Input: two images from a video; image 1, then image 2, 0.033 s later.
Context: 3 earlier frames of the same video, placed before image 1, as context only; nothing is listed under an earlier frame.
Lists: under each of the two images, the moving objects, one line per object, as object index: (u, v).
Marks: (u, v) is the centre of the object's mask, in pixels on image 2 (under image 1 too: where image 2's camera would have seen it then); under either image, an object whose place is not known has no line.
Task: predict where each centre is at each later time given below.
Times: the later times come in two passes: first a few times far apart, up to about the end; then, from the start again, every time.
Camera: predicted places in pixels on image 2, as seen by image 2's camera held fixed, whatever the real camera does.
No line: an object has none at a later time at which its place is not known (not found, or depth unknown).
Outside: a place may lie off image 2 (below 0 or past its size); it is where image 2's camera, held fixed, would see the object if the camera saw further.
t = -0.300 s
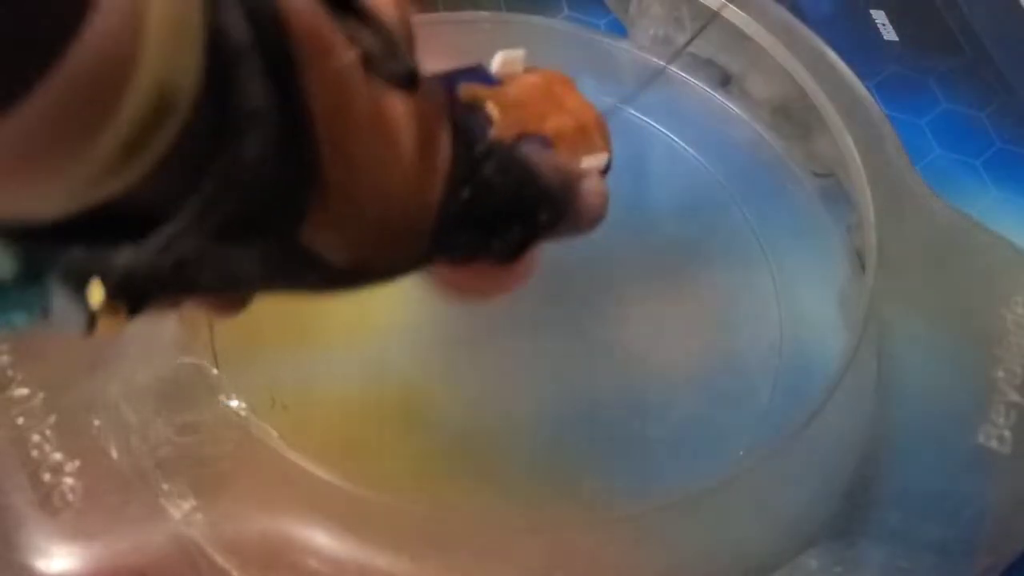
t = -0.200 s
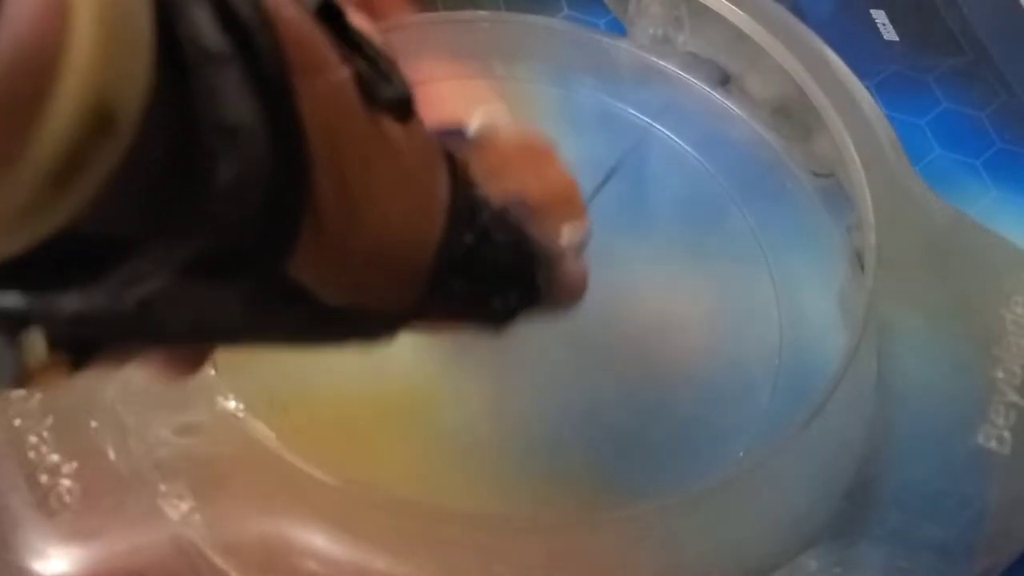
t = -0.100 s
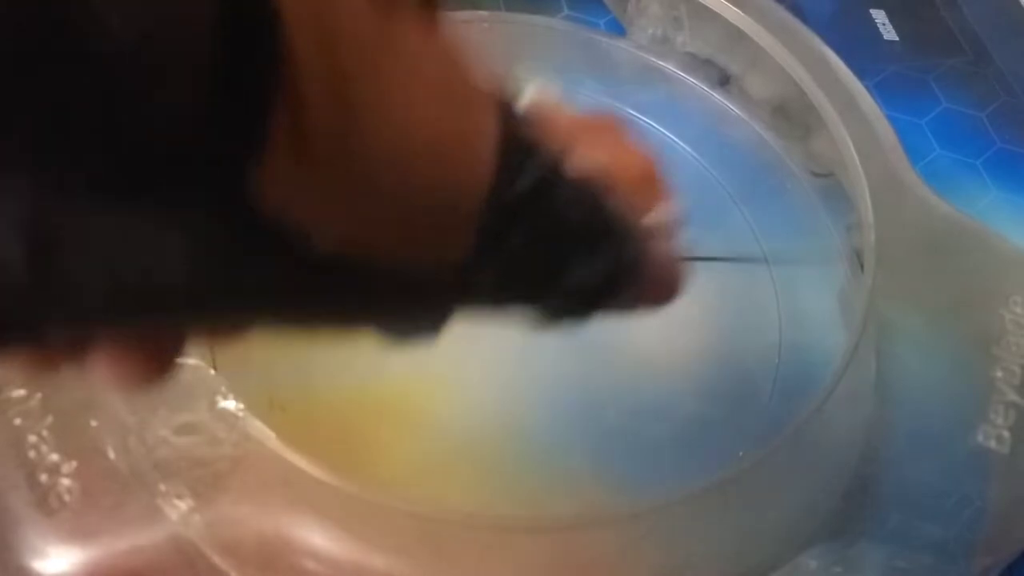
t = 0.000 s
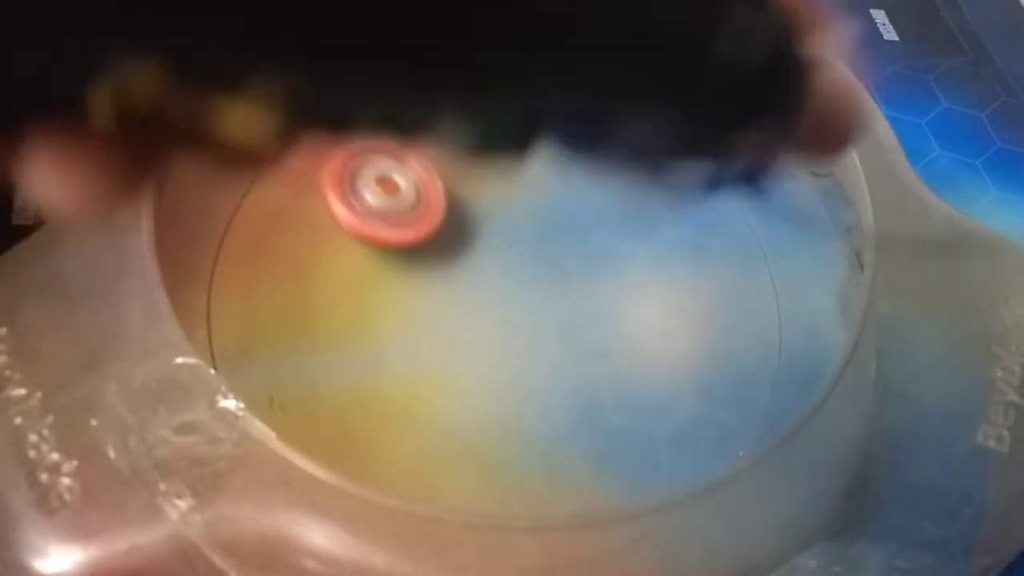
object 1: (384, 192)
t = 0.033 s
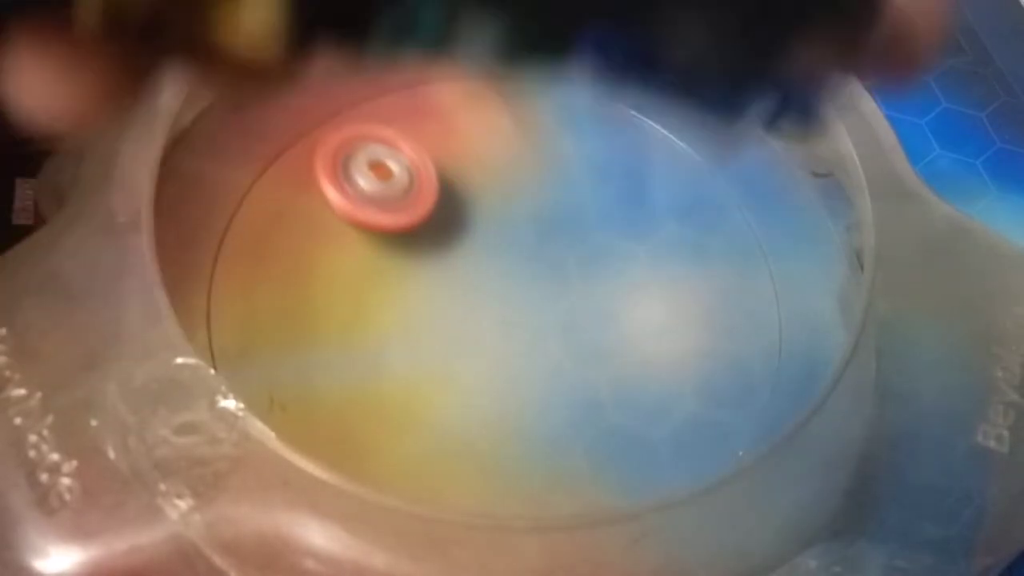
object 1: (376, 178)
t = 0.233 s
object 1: (312, 112)
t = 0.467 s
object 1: (319, 205)
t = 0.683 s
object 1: (414, 247)
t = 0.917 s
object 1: (530, 143)
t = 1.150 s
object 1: (496, 70)
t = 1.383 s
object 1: (384, 101)
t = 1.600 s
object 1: (466, 213)
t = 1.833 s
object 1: (641, 236)
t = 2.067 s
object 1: (667, 133)
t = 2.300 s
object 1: (498, 125)
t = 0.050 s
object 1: (372, 169)
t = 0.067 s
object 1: (367, 162)
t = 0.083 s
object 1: (363, 155)
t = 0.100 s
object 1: (358, 148)
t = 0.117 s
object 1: (353, 142)
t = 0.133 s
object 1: (347, 135)
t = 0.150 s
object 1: (342, 129)
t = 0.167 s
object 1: (336, 124)
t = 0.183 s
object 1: (330, 120)
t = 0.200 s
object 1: (324, 116)
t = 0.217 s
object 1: (317, 113)
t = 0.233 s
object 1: (312, 112)
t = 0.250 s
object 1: (309, 113)
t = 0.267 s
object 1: (308, 117)
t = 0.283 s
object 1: (308, 123)
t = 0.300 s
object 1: (309, 130)
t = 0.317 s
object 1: (309, 136)
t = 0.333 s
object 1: (309, 144)
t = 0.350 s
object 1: (310, 151)
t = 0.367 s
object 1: (310, 159)
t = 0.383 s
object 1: (310, 167)
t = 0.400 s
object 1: (311, 175)
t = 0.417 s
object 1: (312, 182)
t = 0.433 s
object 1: (314, 191)
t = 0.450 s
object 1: (316, 198)
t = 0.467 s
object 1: (319, 205)
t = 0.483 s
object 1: (321, 213)
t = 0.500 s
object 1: (325, 220)
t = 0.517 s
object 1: (330, 227)
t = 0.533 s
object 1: (335, 234)
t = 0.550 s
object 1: (341, 239)
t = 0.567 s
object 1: (347, 244)
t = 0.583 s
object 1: (355, 248)
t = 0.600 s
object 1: (364, 250)
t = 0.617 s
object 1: (373, 252)
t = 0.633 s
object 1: (381, 251)
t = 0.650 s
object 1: (392, 252)
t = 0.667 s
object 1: (403, 250)
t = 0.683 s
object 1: (414, 247)
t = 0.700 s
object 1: (425, 244)
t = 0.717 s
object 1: (437, 240)
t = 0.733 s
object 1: (448, 235)
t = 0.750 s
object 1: (459, 229)
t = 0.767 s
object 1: (469, 222)
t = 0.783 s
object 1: (479, 215)
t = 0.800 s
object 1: (487, 207)
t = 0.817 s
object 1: (496, 199)
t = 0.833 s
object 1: (503, 189)
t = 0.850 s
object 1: (509, 180)
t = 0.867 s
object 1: (517, 171)
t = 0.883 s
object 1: (521, 162)
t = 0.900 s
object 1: (526, 153)
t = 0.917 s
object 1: (530, 143)
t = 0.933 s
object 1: (533, 135)
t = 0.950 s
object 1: (535, 126)
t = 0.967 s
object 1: (536, 118)
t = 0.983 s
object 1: (537, 110)
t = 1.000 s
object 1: (536, 103)
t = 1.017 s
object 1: (534, 97)
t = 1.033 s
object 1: (532, 91)
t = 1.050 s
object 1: (529, 86)
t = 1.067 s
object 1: (525, 81)
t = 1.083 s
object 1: (520, 77)
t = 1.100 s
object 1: (515, 75)
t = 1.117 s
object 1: (509, 72)
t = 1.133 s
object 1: (503, 71)
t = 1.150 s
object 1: (496, 70)
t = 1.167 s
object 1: (489, 70)
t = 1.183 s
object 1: (481, 70)
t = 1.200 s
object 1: (473, 71)
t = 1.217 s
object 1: (465, 72)
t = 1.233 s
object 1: (456, 73)
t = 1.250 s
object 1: (447, 74)
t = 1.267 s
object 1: (439, 76)
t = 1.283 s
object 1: (430, 79)
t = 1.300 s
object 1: (421, 82)
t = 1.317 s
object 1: (412, 85)
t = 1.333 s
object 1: (404, 88)
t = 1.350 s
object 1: (397, 92)
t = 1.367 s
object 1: (390, 96)
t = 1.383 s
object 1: (384, 101)
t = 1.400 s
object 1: (379, 106)
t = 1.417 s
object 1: (377, 113)
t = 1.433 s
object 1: (376, 120)
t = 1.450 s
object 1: (378, 128)
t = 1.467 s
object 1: (380, 135)
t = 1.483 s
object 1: (386, 146)
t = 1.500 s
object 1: (393, 155)
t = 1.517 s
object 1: (401, 165)
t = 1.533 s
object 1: (412, 175)
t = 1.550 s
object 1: (424, 184)
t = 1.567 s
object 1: (440, 196)
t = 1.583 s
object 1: (453, 205)
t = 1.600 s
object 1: (466, 213)
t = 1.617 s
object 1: (478, 220)
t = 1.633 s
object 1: (493, 227)
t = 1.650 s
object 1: (505, 232)
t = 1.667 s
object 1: (520, 238)
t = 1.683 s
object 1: (534, 241)
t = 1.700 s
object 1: (546, 245)
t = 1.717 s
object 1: (560, 247)
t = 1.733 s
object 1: (572, 248)
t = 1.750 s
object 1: (585, 247)
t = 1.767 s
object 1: (596, 248)
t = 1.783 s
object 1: (609, 245)
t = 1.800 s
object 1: (620, 243)
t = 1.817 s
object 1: (631, 240)
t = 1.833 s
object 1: (641, 236)
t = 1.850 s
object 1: (652, 231)
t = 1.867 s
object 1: (661, 224)
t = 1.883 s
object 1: (670, 218)
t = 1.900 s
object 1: (677, 210)
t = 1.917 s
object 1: (684, 202)
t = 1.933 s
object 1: (687, 194)
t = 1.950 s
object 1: (690, 186)
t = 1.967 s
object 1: (690, 178)
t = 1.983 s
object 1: (690, 171)
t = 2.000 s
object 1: (688, 163)
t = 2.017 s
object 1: (685, 155)
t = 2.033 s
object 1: (680, 148)
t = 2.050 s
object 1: (674, 140)
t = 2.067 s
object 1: (667, 133)
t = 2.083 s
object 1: (659, 126)
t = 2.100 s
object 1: (649, 120)
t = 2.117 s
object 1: (639, 114)
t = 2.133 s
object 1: (627, 109)
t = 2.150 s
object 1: (615, 105)
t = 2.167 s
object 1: (602, 102)
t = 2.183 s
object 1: (589, 99)
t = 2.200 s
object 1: (575, 98)
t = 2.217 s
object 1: (561, 98)
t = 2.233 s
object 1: (546, 99)
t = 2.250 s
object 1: (533, 103)
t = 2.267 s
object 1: (521, 108)
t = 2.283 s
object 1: (508, 116)
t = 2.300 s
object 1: (498, 125)
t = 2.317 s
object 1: (487, 136)
